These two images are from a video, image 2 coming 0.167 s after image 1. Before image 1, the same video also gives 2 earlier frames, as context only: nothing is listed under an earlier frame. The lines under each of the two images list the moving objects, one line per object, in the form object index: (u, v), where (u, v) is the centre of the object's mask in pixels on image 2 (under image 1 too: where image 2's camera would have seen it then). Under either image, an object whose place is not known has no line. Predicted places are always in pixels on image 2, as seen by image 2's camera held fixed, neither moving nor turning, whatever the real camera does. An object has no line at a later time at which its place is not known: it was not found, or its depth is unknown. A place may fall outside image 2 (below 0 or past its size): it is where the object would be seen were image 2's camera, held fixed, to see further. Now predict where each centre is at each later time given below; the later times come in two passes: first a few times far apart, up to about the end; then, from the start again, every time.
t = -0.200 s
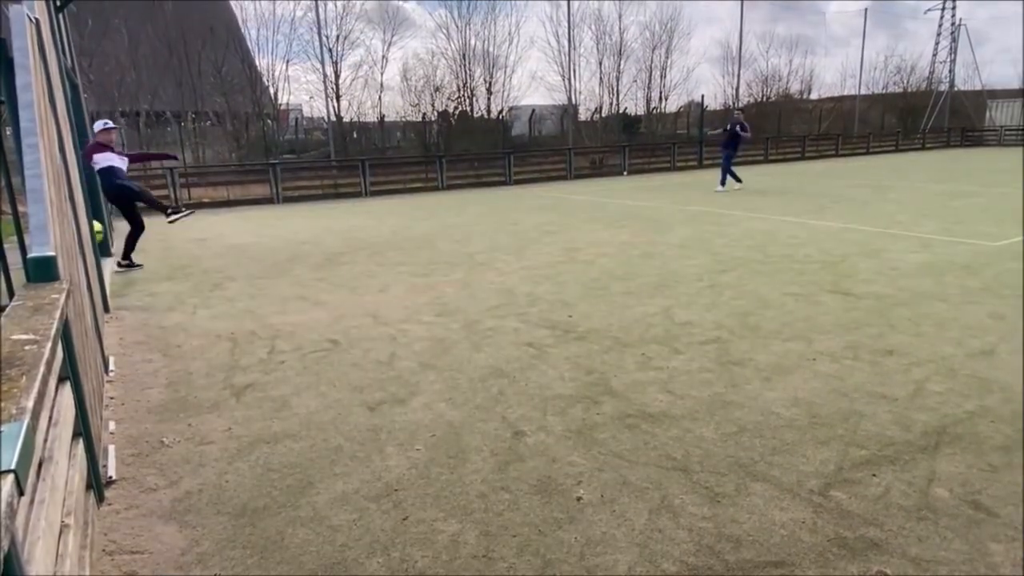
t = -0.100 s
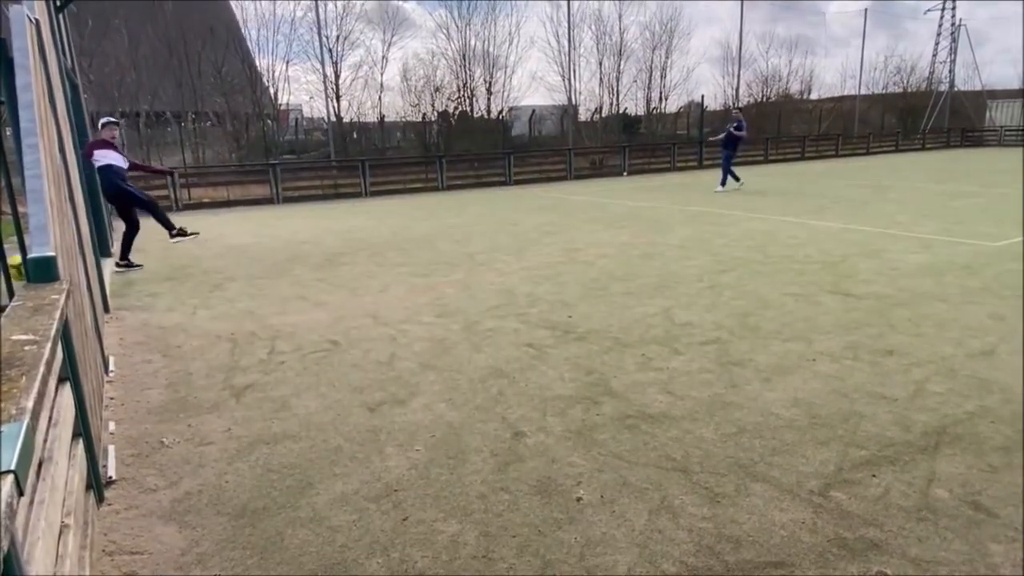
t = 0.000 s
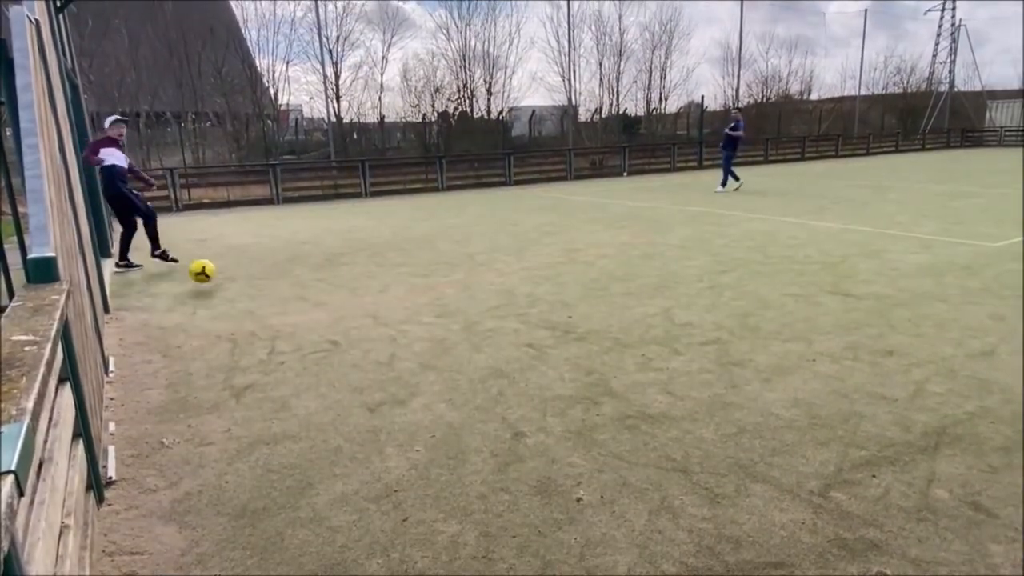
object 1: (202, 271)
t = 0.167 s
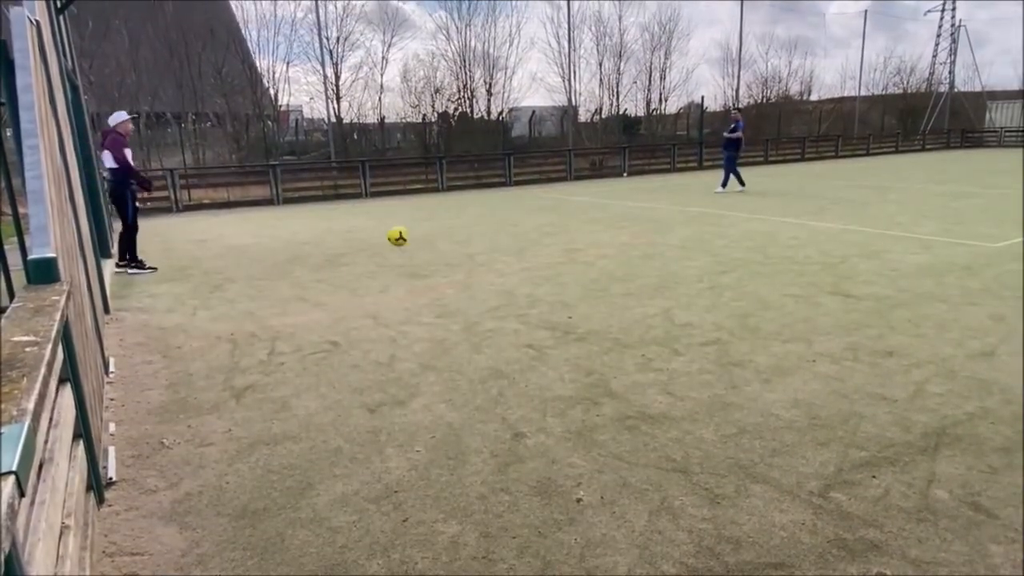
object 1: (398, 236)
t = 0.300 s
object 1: (515, 225)
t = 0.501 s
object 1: (642, 218)
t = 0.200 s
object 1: (429, 231)
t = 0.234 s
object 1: (459, 228)
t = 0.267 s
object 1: (488, 226)
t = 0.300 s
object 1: (515, 225)
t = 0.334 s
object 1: (540, 225)
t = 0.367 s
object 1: (564, 227)
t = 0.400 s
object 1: (588, 230)
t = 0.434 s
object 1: (608, 230)
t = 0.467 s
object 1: (625, 224)
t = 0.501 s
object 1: (642, 218)
